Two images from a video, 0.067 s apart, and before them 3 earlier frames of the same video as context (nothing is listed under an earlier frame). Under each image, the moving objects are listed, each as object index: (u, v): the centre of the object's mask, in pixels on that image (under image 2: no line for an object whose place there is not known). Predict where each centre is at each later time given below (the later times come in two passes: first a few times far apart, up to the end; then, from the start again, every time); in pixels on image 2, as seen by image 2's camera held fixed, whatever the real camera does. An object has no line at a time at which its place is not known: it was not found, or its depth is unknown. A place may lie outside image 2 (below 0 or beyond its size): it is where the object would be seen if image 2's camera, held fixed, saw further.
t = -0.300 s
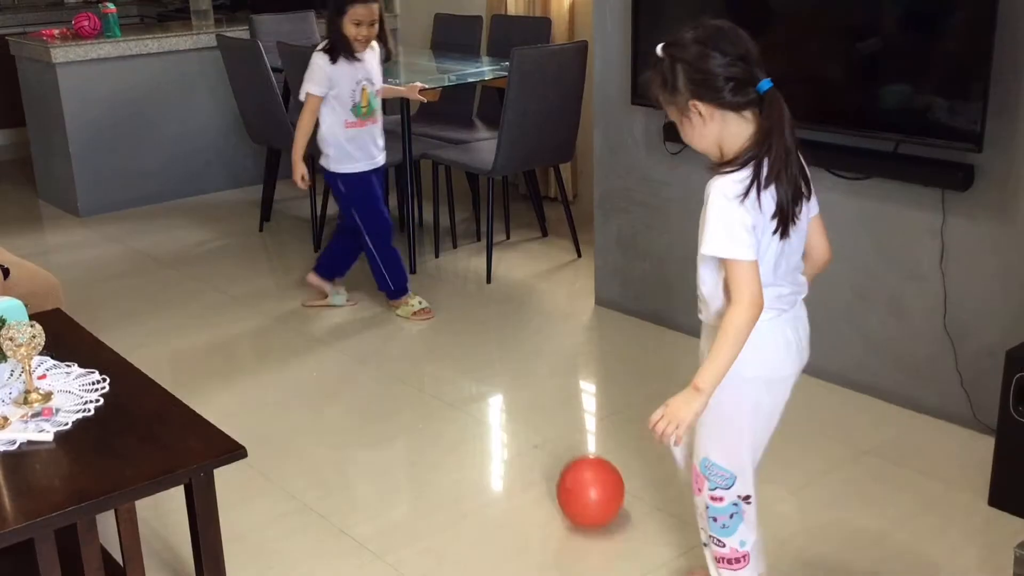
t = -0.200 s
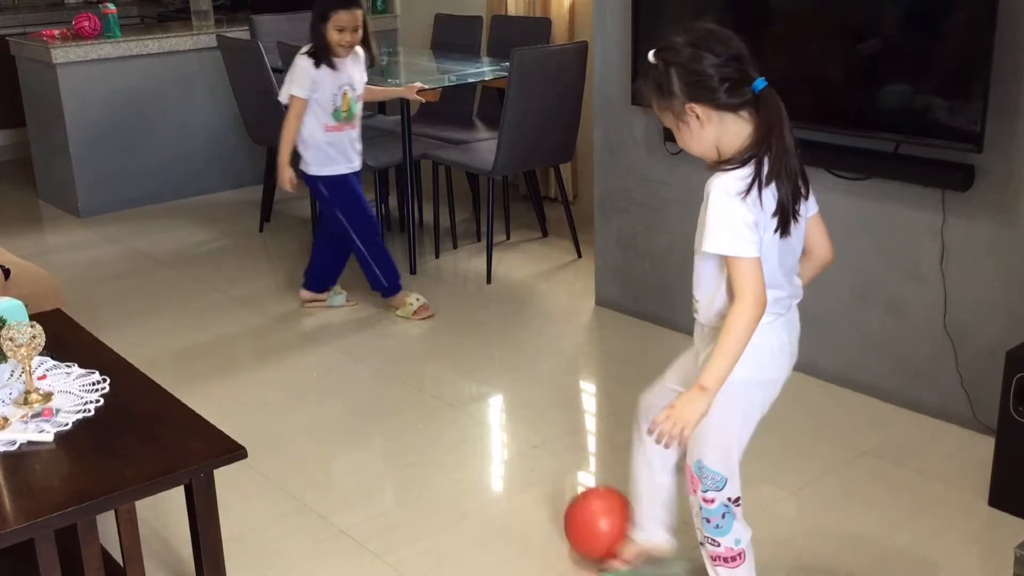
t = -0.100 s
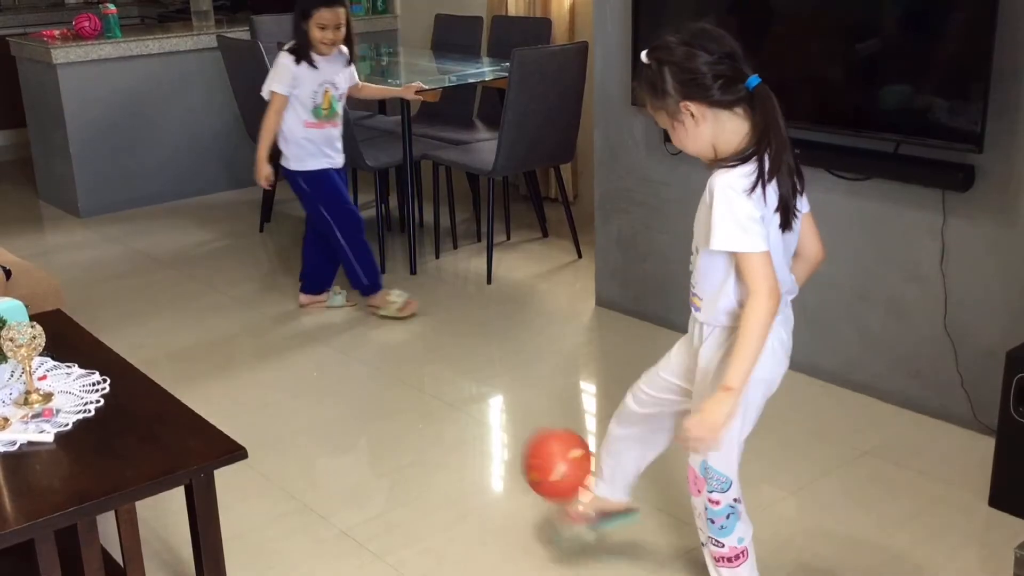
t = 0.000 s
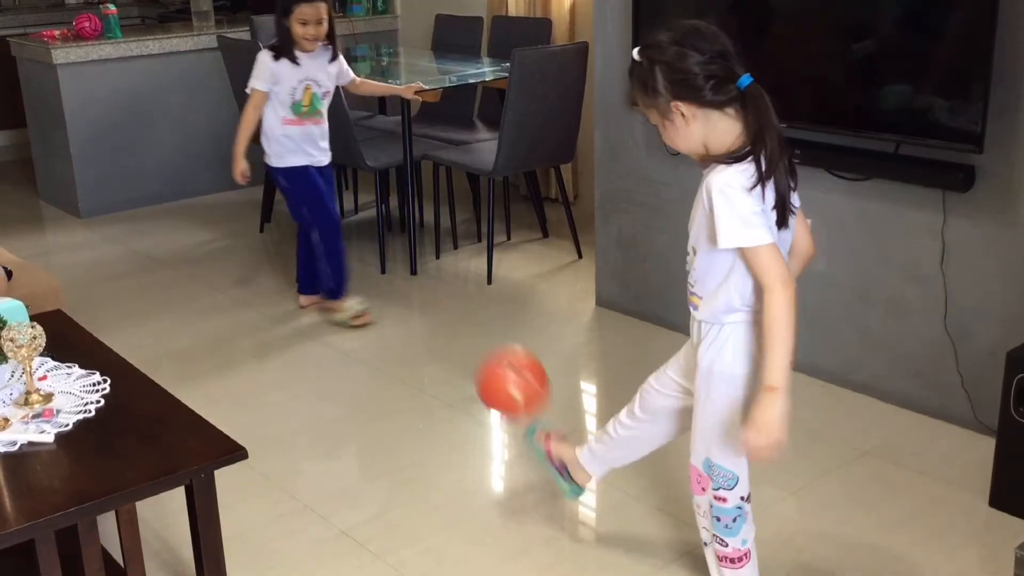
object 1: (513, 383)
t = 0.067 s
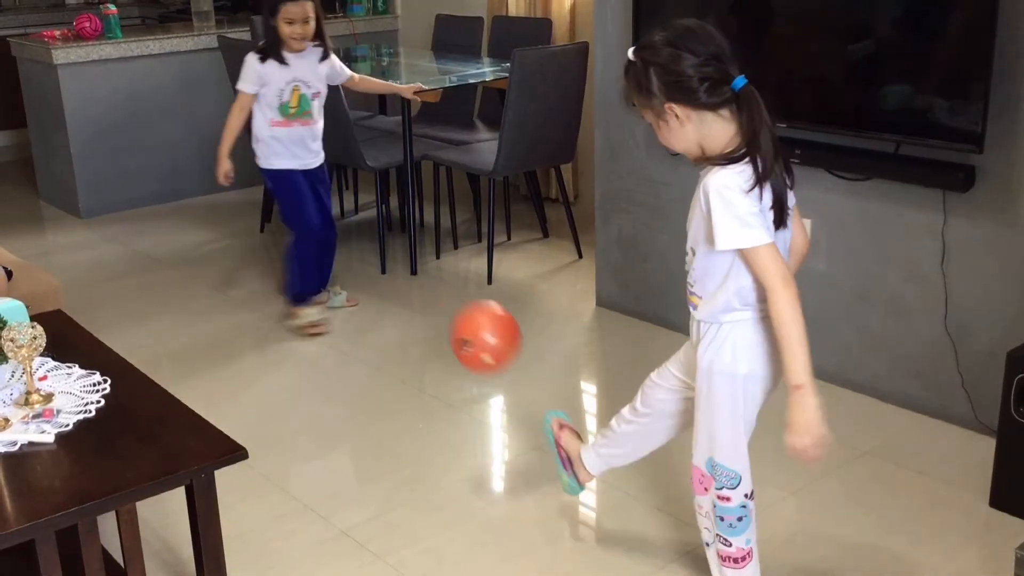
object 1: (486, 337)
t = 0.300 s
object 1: (415, 297)
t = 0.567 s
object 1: (352, 363)
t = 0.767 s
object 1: (312, 329)
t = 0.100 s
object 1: (474, 321)
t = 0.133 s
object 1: (462, 308)
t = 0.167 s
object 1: (452, 299)
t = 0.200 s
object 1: (443, 294)
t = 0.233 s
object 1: (434, 292)
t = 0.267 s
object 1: (425, 293)
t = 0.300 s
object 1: (415, 297)
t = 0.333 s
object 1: (406, 306)
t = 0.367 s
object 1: (397, 319)
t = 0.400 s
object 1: (388, 336)
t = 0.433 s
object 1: (380, 357)
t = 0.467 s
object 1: (373, 380)
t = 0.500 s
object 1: (368, 400)
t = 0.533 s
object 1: (360, 381)
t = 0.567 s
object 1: (352, 363)
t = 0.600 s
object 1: (345, 350)
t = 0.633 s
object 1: (337, 338)
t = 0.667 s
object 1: (331, 331)
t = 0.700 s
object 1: (324, 327)
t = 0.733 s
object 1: (318, 326)
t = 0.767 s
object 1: (312, 329)
